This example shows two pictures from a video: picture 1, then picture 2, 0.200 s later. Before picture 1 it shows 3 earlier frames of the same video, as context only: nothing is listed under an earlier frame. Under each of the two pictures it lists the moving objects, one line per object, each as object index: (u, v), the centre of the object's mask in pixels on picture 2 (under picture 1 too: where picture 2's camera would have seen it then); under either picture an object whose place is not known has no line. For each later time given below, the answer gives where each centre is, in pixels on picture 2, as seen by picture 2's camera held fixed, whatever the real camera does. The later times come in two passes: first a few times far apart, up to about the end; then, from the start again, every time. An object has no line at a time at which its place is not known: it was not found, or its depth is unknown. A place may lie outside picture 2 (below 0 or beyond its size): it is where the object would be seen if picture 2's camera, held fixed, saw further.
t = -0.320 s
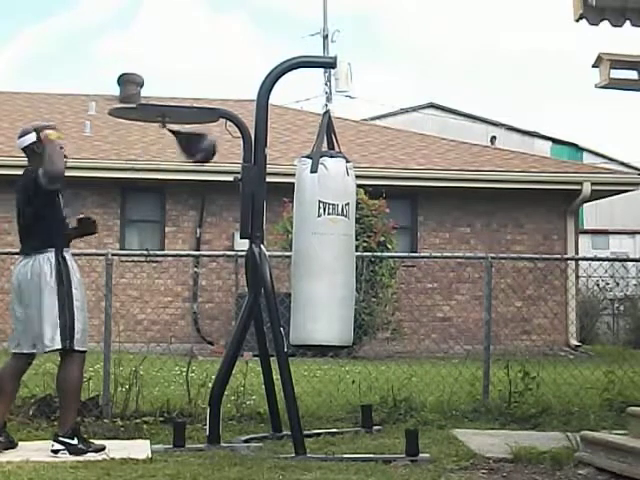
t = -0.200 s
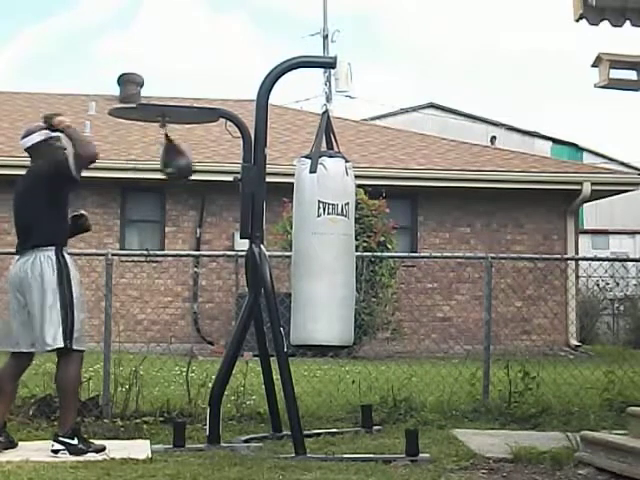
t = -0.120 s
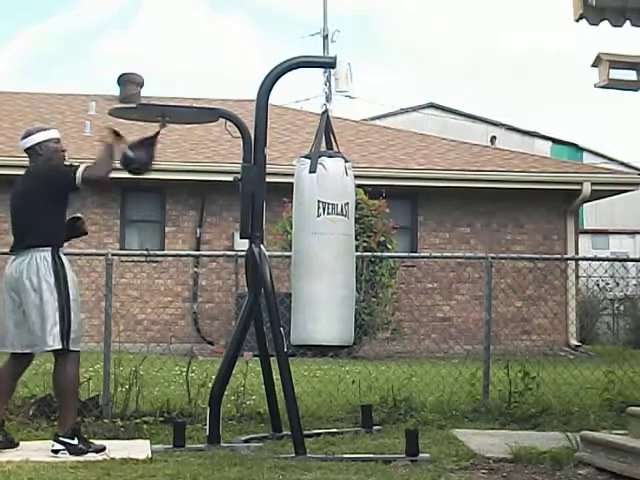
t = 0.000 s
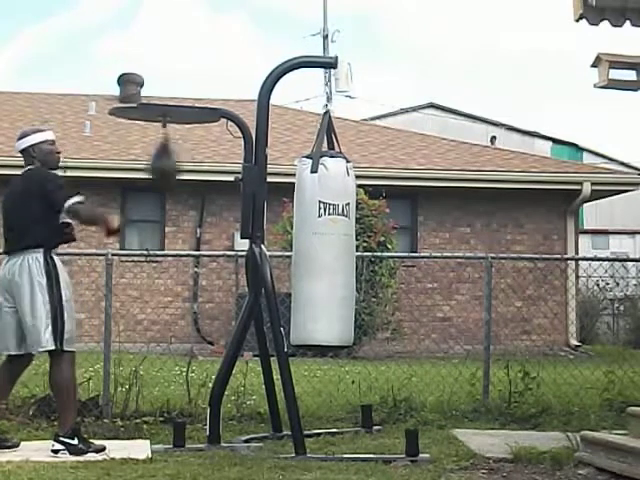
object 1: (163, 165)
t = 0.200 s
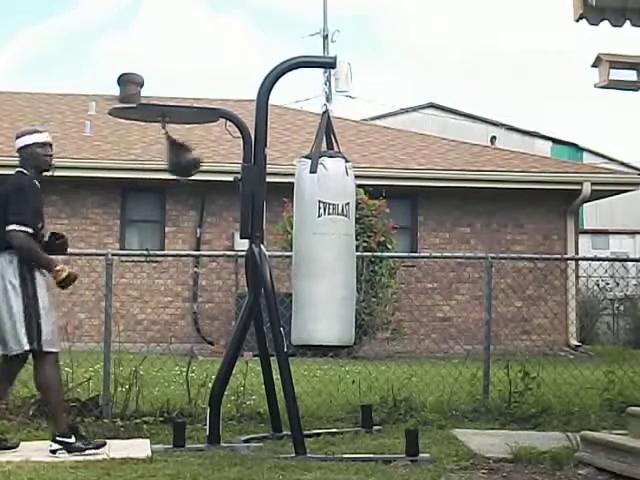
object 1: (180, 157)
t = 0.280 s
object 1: (197, 137)
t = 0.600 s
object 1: (132, 144)
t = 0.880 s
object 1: (197, 136)
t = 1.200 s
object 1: (135, 149)
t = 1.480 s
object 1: (138, 143)
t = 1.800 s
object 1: (196, 141)
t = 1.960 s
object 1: (194, 140)
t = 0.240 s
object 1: (196, 144)
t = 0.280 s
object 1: (197, 137)
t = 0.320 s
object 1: (190, 149)
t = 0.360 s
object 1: (177, 160)
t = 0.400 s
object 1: (160, 167)
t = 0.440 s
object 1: (144, 157)
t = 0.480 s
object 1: (132, 145)
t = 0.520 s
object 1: (127, 133)
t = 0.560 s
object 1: (128, 134)
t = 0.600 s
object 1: (132, 144)
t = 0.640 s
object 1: (140, 152)
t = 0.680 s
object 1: (152, 160)
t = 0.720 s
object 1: (166, 163)
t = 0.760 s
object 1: (178, 160)
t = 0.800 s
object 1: (188, 152)
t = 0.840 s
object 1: (194, 144)
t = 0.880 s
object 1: (197, 136)
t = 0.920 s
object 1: (196, 139)
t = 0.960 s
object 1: (192, 146)
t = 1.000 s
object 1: (186, 153)
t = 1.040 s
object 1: (177, 160)
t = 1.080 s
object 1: (166, 164)
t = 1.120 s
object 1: (154, 160)
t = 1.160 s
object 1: (143, 157)
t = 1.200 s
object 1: (135, 149)
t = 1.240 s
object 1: (130, 142)
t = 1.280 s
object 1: (127, 135)
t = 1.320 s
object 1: (127, 131)
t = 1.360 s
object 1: (128, 131)
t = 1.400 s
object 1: (130, 134)
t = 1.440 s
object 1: (133, 140)
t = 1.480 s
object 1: (138, 143)
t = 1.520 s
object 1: (146, 144)
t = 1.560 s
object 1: (156, 148)
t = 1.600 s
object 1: (165, 154)
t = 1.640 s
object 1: (175, 154)
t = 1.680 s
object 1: (182, 155)
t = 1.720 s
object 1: (188, 151)
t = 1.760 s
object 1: (192, 146)
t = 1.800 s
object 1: (196, 141)
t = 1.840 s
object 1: (197, 139)
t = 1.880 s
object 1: (196, 137)
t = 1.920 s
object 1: (195, 138)
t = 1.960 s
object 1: (194, 140)
